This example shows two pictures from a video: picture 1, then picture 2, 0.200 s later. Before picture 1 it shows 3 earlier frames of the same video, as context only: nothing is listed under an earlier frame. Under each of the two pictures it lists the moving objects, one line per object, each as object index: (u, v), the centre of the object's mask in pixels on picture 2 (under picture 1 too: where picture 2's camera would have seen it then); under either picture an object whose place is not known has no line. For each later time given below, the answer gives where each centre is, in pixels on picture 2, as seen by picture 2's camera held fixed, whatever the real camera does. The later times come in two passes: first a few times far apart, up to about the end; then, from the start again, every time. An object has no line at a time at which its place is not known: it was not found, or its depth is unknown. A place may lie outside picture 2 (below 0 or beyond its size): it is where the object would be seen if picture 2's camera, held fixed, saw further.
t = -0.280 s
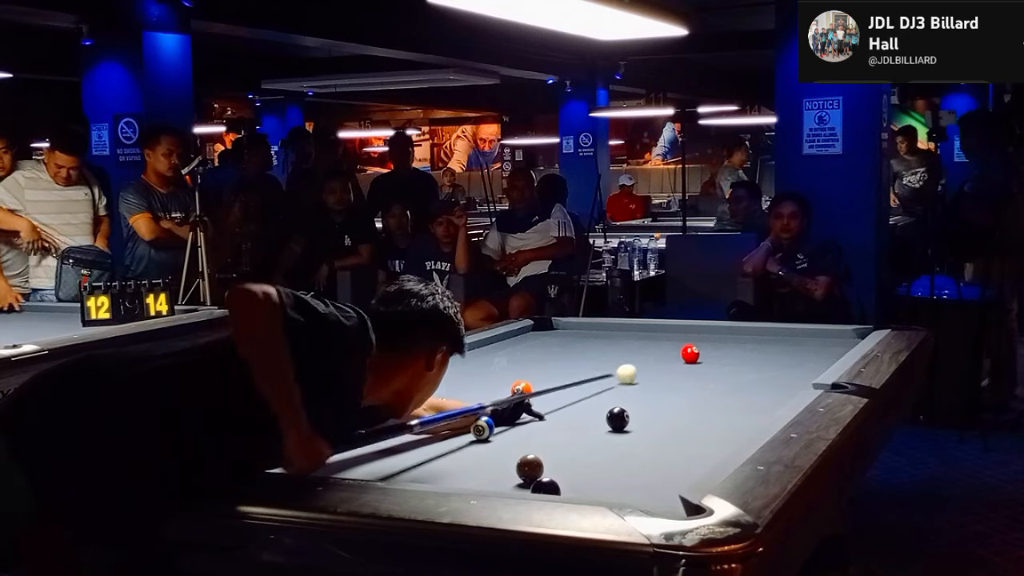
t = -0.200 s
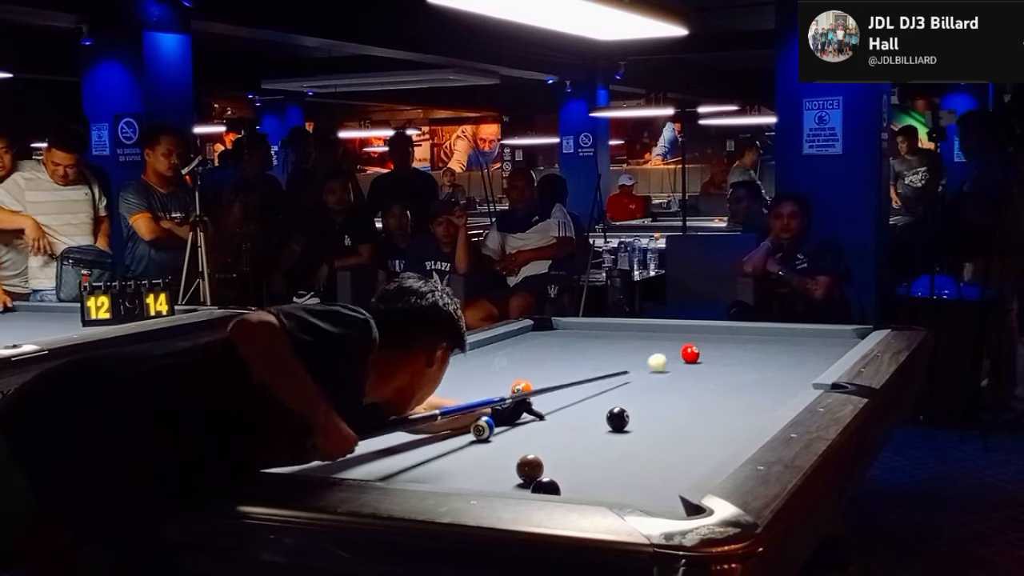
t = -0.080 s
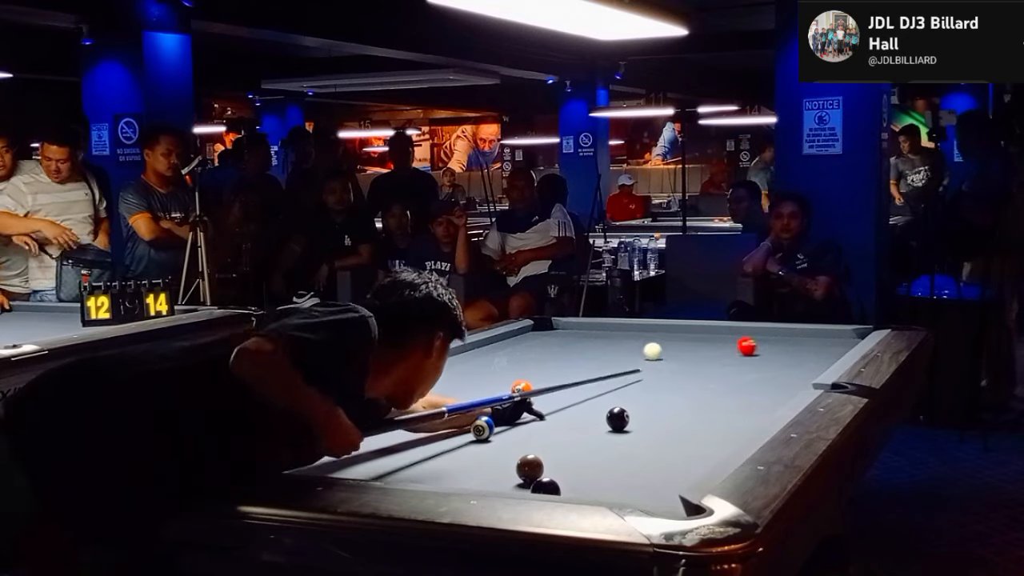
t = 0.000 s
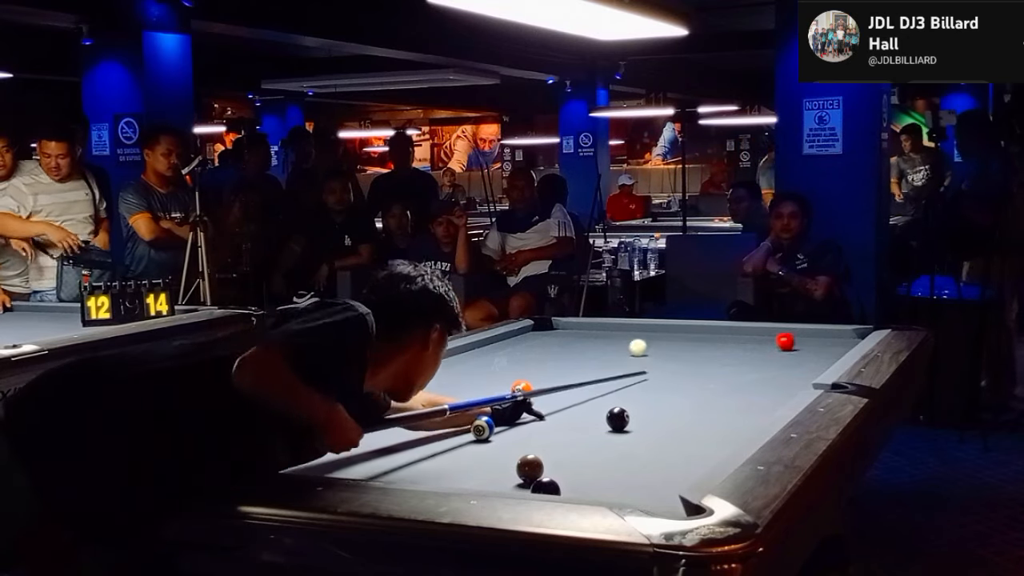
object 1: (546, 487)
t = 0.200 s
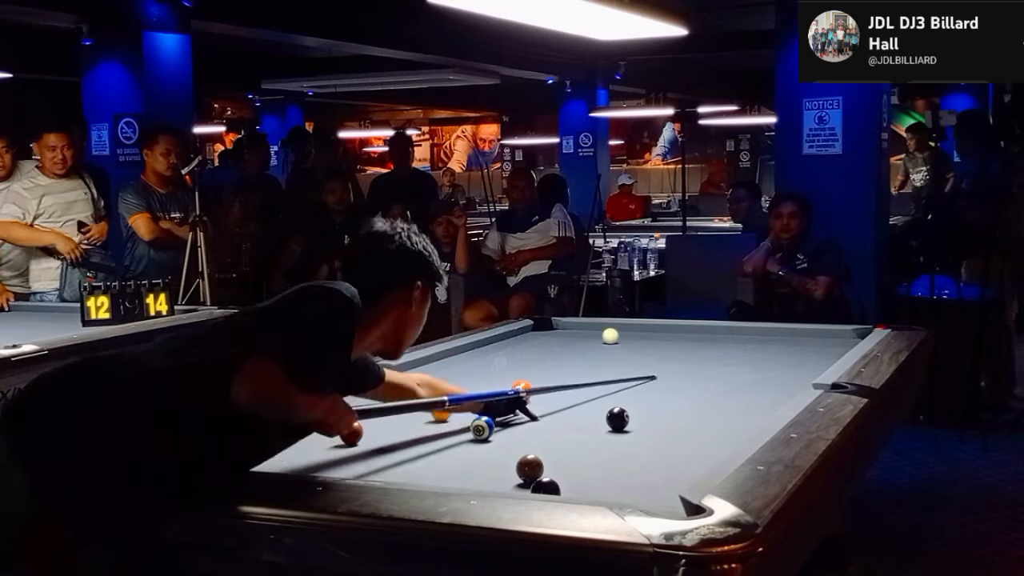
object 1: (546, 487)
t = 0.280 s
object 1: (546, 487)
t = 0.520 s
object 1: (546, 487)
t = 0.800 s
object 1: (546, 487)
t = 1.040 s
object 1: (546, 487)
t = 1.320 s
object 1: (546, 487)
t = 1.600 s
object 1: (546, 487)
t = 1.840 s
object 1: (546, 487)
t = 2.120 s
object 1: (546, 487)
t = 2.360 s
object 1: (546, 487)
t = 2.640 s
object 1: (546, 487)
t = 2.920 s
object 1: (546, 487)
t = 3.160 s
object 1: (546, 487)
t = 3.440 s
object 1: (546, 487)
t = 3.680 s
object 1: (546, 487)
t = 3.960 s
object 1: (546, 487)
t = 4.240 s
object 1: (528, 486)
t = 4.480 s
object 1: (512, 486)
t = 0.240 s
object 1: (546, 487)
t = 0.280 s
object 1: (546, 487)
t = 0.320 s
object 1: (546, 487)
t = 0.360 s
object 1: (546, 487)
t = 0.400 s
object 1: (546, 487)
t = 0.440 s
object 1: (546, 487)
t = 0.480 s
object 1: (546, 487)
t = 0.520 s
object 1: (546, 487)
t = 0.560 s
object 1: (546, 487)
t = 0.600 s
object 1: (546, 487)
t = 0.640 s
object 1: (545, 487)
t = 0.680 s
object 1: (546, 487)
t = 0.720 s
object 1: (546, 487)
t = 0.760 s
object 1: (546, 487)
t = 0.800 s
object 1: (546, 487)
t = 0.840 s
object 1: (546, 487)
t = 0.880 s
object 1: (546, 487)
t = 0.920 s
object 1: (546, 487)
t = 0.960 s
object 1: (546, 487)
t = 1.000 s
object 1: (546, 487)
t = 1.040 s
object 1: (546, 487)
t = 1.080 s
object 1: (546, 487)
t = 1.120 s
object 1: (546, 487)
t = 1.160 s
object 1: (546, 487)
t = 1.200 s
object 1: (546, 487)
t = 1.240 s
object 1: (546, 487)
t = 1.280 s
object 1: (546, 487)
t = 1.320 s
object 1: (546, 487)
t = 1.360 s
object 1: (546, 487)
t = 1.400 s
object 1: (546, 487)
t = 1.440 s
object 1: (546, 487)
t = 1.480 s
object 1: (546, 487)
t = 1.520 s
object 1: (546, 487)
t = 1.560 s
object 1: (546, 487)
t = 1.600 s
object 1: (546, 487)
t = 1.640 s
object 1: (546, 487)
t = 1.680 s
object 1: (546, 487)
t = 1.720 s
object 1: (546, 487)
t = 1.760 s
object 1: (546, 487)
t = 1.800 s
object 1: (546, 487)
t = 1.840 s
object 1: (546, 487)
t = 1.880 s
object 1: (546, 487)
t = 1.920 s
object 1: (546, 487)
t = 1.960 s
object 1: (546, 487)
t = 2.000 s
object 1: (546, 487)
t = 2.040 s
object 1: (546, 487)
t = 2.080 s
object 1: (546, 487)
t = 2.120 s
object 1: (546, 487)
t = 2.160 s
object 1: (546, 487)
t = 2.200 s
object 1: (546, 487)
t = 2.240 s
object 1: (546, 487)
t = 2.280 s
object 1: (546, 487)
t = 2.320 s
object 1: (546, 487)
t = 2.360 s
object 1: (546, 487)
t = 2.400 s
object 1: (546, 487)
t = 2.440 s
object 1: (546, 487)
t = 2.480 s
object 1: (546, 487)
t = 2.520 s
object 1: (546, 487)
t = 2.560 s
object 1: (546, 487)
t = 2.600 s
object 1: (546, 487)
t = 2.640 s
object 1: (546, 487)
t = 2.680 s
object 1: (546, 487)
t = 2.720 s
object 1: (546, 487)
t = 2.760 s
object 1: (546, 487)
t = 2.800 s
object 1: (546, 487)
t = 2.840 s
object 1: (546, 487)
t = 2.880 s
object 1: (546, 487)
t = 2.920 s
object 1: (546, 487)
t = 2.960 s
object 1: (546, 487)
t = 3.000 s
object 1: (546, 487)
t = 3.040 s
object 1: (546, 487)
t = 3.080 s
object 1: (546, 487)
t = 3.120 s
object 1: (546, 487)
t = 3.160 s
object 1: (546, 487)
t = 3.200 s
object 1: (546, 487)
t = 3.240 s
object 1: (546, 487)
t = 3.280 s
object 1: (546, 487)
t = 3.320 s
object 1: (546, 487)
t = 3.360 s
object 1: (546, 487)
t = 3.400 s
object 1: (546, 487)
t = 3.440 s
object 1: (546, 487)
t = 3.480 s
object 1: (546, 487)
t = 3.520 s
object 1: (546, 487)
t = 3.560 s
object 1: (546, 487)
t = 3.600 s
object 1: (546, 487)
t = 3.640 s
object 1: (546, 487)
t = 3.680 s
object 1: (546, 487)
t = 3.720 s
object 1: (546, 487)
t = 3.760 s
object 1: (546, 487)
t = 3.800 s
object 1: (546, 487)
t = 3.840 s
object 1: (546, 487)
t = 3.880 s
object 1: (546, 487)
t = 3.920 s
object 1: (546, 487)
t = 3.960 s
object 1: (546, 487)
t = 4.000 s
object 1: (546, 487)
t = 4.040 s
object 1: (546, 487)
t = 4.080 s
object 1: (546, 487)
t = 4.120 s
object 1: (545, 487)
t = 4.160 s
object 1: (540, 486)
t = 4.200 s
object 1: (533, 487)
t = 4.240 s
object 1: (528, 486)
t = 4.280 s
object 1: (525, 487)
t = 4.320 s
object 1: (522, 486)
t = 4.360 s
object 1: (518, 486)
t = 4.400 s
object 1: (516, 486)
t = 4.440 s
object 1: (514, 486)
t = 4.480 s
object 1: (512, 486)
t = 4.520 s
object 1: (511, 485)
